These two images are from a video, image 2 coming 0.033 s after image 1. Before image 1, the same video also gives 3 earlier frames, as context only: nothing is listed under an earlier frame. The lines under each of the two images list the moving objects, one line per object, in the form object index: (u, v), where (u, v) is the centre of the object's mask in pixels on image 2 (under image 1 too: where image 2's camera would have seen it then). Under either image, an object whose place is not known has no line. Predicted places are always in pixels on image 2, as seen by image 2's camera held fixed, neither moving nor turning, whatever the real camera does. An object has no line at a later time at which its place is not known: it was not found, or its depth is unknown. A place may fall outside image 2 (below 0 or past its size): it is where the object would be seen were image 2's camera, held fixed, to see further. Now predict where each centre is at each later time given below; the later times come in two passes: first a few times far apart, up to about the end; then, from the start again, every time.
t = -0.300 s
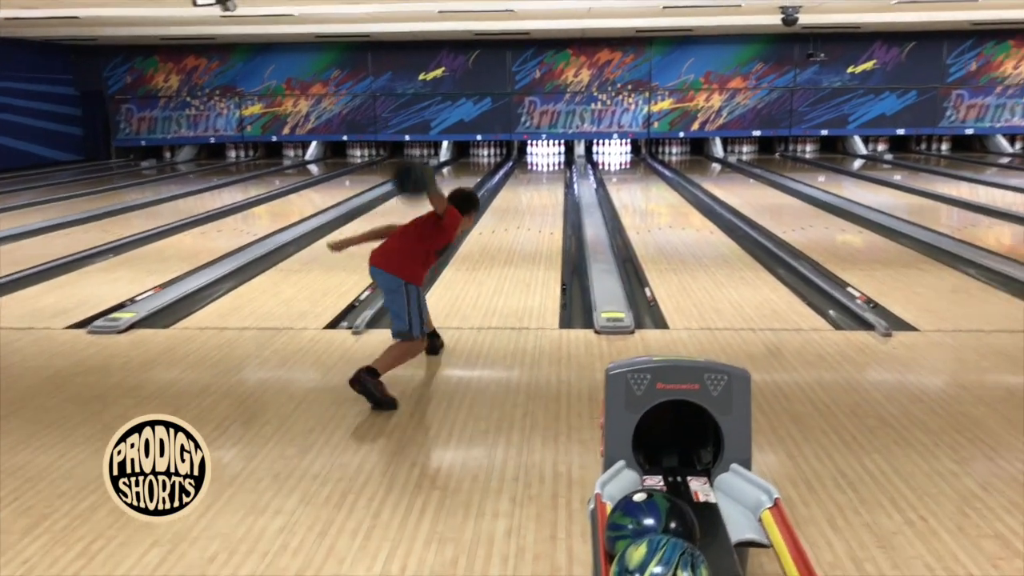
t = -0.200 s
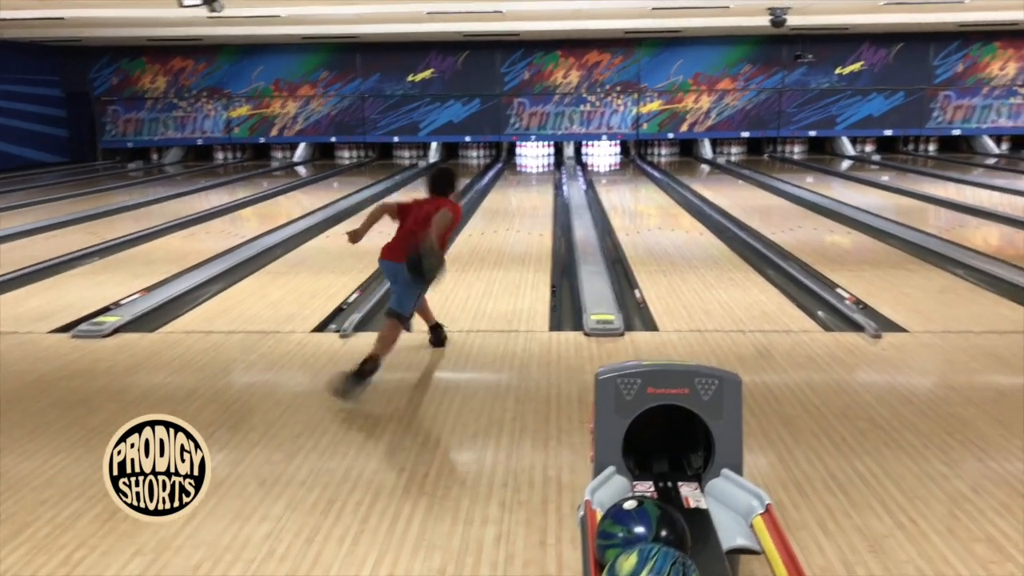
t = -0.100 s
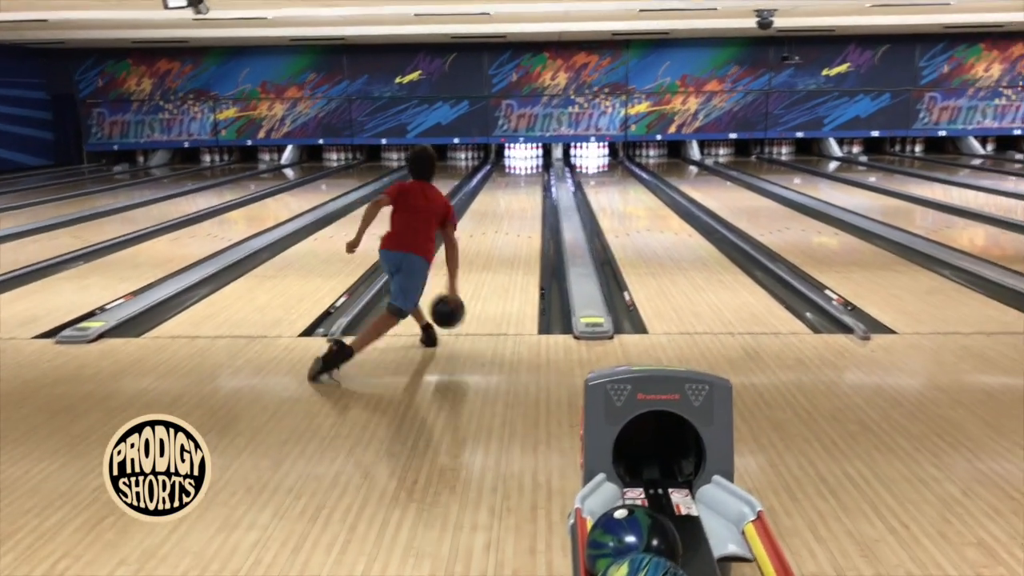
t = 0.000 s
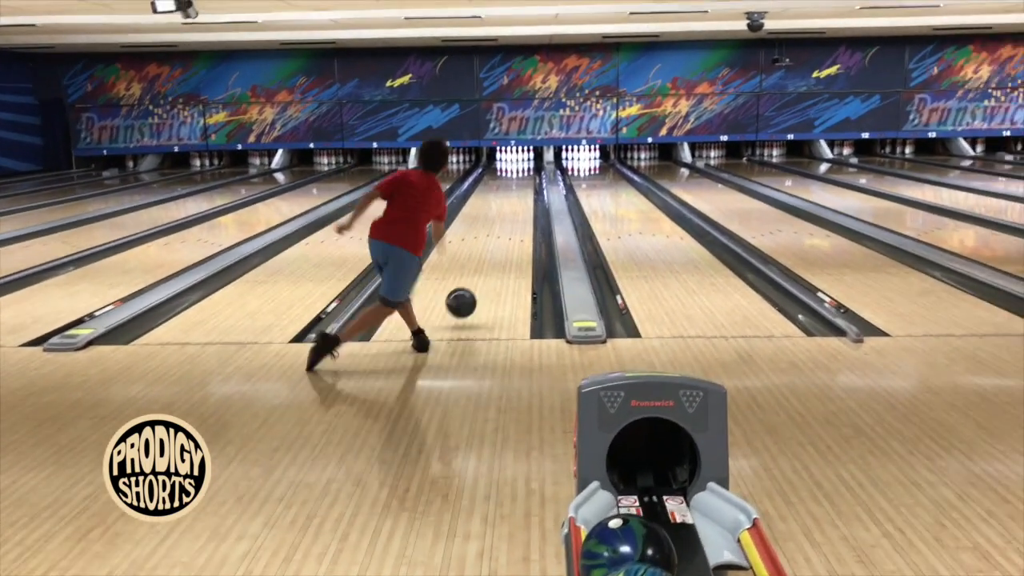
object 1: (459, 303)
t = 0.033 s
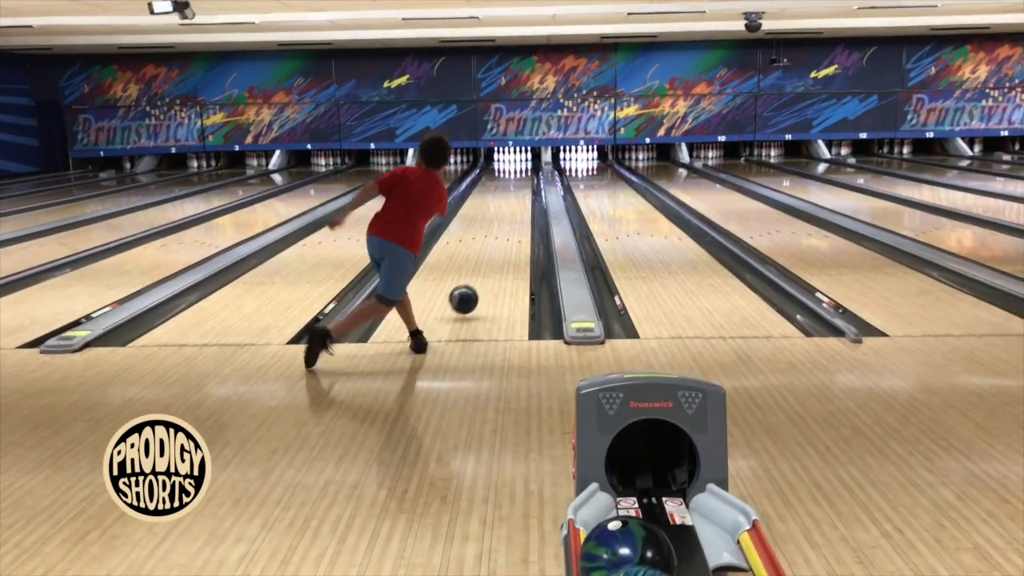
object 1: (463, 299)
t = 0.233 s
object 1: (484, 264)
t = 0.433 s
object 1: (497, 237)
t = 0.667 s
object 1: (507, 216)
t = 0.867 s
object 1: (514, 203)
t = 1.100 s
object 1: (519, 191)
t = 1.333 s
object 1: (521, 181)
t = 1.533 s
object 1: (522, 175)
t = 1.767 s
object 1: (523, 170)
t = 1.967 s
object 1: (522, 165)
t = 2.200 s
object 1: (521, 161)
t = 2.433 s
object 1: (521, 158)
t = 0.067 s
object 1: (467, 296)
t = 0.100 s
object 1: (471, 289)
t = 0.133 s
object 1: (475, 282)
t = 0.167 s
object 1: (478, 276)
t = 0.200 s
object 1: (481, 270)
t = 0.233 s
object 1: (484, 264)
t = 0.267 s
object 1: (486, 258)
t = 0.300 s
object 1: (489, 254)
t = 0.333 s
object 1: (491, 250)
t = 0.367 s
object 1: (493, 245)
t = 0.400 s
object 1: (495, 241)
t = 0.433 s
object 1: (497, 237)
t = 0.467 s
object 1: (498, 234)
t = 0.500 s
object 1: (500, 230)
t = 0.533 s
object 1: (502, 227)
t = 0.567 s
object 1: (503, 224)
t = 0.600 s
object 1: (504, 222)
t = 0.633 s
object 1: (505, 219)
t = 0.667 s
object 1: (507, 216)
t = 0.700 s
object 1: (508, 214)
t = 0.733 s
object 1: (510, 212)
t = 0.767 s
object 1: (510, 209)
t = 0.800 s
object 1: (511, 207)
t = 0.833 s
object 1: (512, 205)
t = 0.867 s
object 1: (514, 203)
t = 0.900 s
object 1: (514, 201)
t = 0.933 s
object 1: (515, 199)
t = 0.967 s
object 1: (516, 197)
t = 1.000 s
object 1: (517, 196)
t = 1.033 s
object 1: (517, 194)
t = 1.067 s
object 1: (518, 192)
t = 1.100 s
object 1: (519, 191)
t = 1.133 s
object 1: (520, 190)
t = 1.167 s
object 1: (520, 188)
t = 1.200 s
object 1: (520, 186)
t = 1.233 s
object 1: (521, 185)
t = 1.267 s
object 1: (521, 184)
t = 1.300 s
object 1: (522, 183)
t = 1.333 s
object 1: (521, 181)
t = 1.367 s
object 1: (522, 181)
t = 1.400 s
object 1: (522, 179)
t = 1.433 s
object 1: (522, 178)
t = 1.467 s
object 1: (522, 177)
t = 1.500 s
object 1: (523, 175)
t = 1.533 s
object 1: (522, 175)
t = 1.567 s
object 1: (523, 174)
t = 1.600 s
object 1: (523, 173)
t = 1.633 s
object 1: (524, 173)
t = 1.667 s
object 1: (523, 172)
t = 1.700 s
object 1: (524, 172)
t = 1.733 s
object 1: (524, 171)
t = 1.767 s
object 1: (523, 170)
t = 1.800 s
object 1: (523, 169)
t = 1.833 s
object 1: (523, 168)
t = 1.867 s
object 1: (523, 168)
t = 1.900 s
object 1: (523, 167)
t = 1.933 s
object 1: (523, 166)
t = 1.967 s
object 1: (522, 165)
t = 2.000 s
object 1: (522, 165)
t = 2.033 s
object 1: (522, 164)
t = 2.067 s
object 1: (521, 163)
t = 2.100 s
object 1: (521, 163)
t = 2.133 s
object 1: (521, 162)
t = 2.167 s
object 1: (521, 161)
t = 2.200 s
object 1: (521, 161)
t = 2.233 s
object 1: (520, 160)
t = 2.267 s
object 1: (520, 160)
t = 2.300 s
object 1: (519, 159)
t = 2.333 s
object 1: (519, 158)
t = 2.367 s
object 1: (520, 158)
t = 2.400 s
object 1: (520, 158)
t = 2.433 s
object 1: (521, 158)
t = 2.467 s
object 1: (521, 157)
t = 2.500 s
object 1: (523, 156)
